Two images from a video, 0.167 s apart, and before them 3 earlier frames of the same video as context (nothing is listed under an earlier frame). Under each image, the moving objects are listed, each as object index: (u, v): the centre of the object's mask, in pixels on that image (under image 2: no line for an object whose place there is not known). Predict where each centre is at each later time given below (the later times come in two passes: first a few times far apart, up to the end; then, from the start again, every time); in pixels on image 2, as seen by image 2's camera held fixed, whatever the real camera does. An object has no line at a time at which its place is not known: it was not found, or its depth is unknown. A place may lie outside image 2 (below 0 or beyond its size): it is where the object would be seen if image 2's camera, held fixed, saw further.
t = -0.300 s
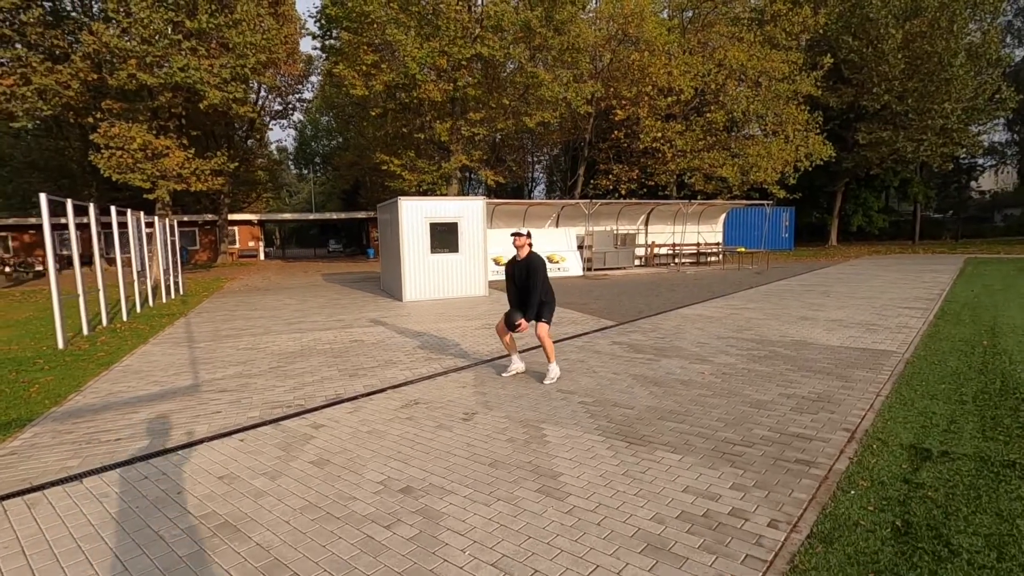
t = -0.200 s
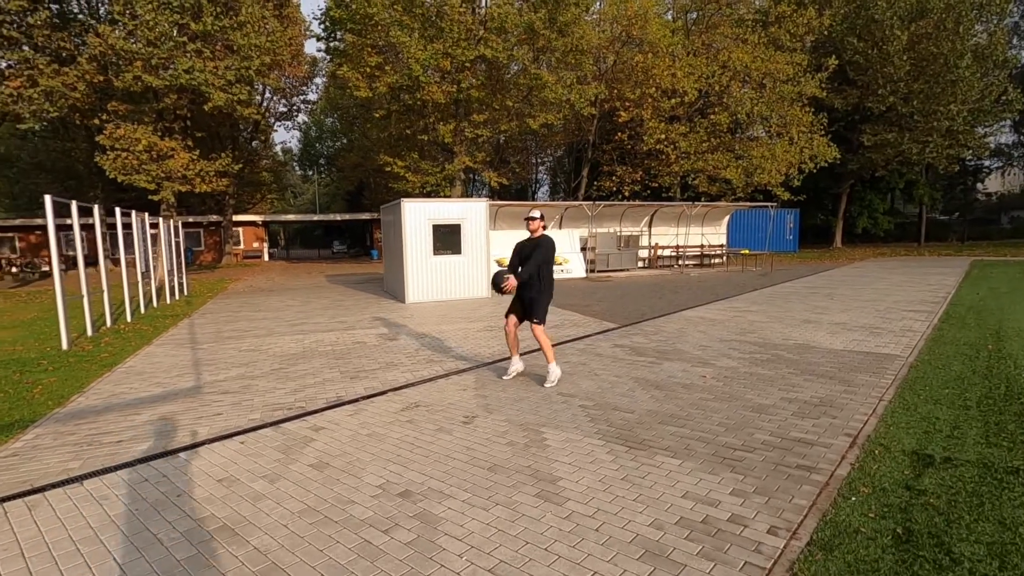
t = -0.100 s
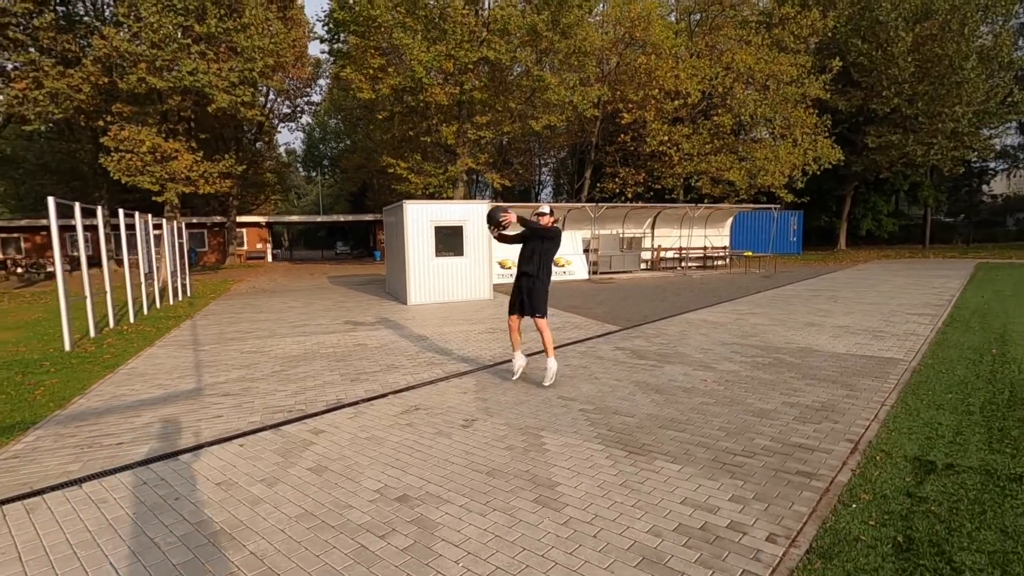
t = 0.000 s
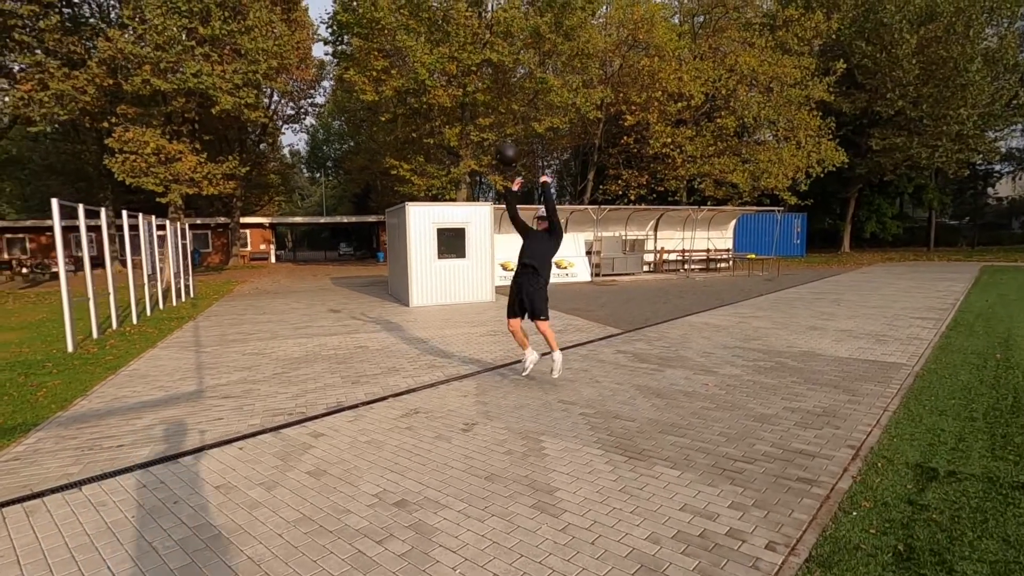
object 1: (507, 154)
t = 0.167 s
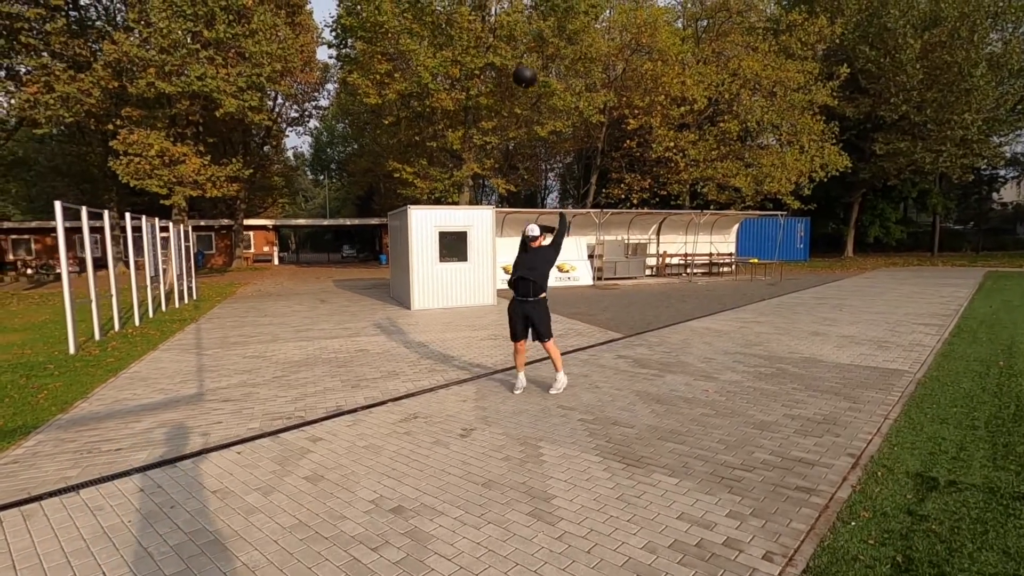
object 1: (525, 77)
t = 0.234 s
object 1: (531, 53)
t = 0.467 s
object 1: (555, 7)
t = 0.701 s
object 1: (577, 10)
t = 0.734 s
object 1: (580, 14)
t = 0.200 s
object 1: (528, 63)
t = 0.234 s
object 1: (531, 53)
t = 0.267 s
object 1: (534, 43)
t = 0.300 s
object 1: (538, 34)
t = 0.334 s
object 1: (541, 26)
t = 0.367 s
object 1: (545, 20)
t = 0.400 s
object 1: (547, 14)
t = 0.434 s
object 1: (551, 10)
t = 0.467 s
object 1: (555, 7)
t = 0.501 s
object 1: (558, 5)
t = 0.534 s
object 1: (561, 4)
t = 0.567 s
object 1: (564, 4)
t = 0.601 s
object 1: (568, 4)
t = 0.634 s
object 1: (571, 5)
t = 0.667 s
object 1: (574, 7)
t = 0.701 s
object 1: (577, 10)
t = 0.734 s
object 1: (580, 14)
